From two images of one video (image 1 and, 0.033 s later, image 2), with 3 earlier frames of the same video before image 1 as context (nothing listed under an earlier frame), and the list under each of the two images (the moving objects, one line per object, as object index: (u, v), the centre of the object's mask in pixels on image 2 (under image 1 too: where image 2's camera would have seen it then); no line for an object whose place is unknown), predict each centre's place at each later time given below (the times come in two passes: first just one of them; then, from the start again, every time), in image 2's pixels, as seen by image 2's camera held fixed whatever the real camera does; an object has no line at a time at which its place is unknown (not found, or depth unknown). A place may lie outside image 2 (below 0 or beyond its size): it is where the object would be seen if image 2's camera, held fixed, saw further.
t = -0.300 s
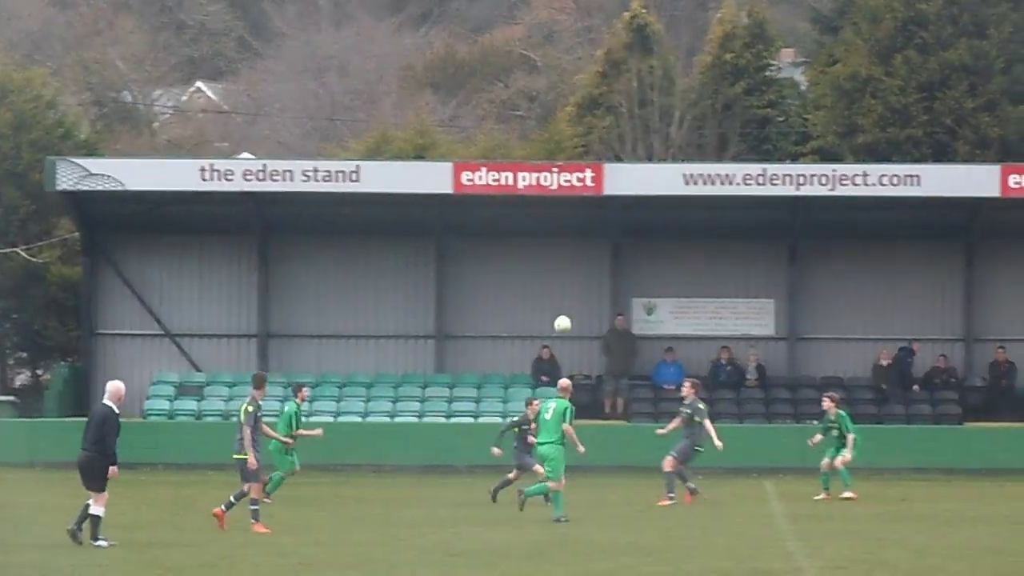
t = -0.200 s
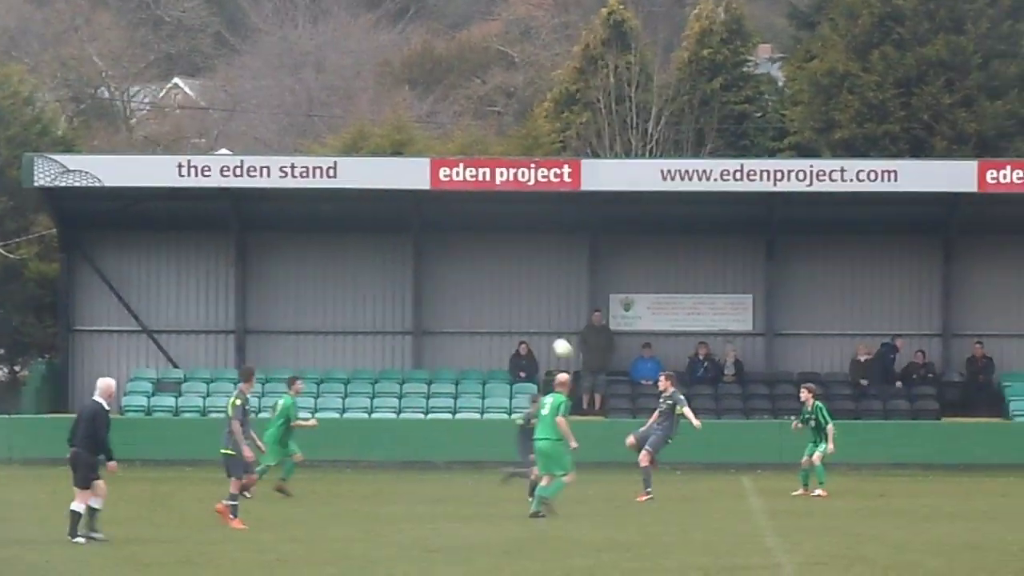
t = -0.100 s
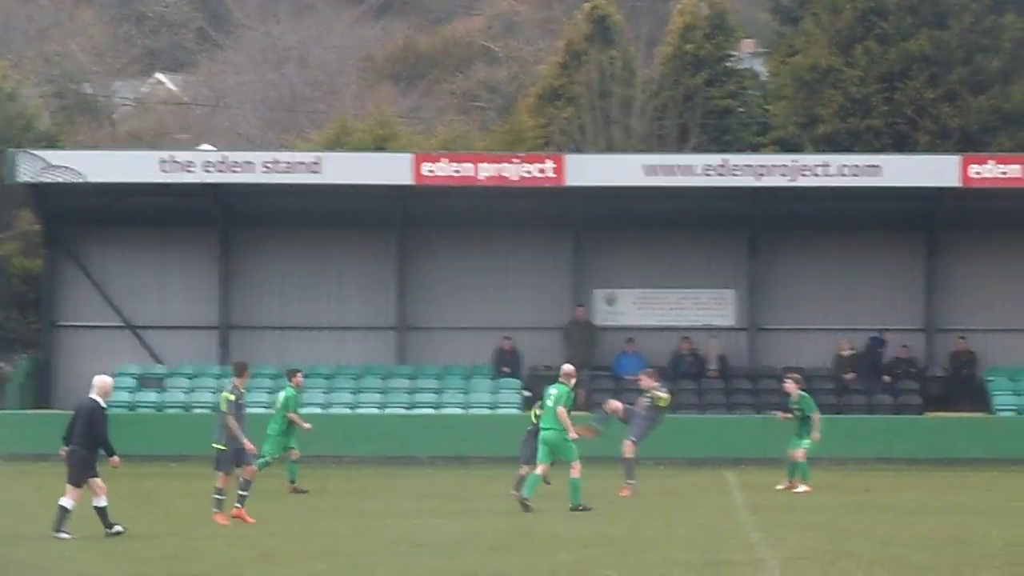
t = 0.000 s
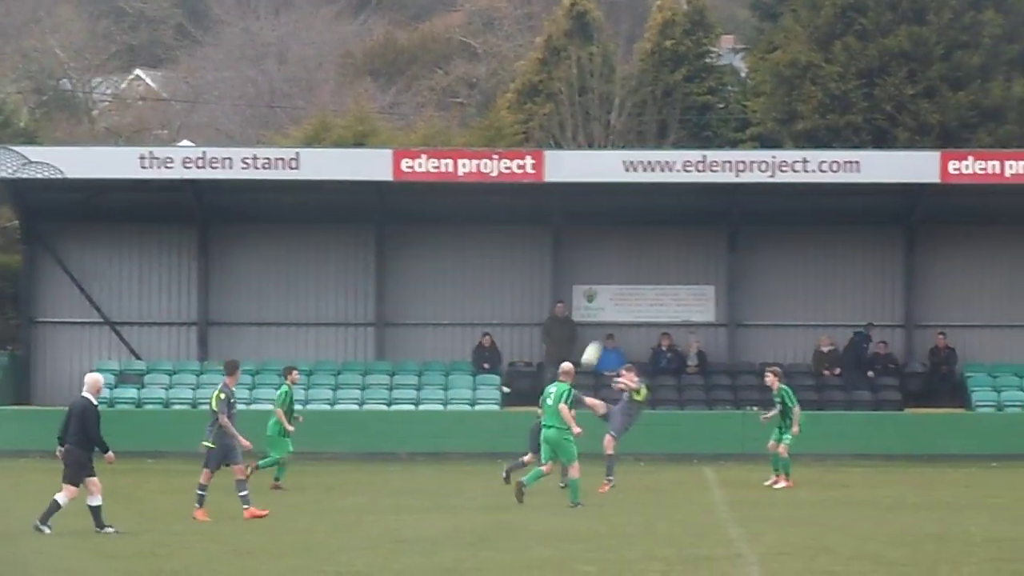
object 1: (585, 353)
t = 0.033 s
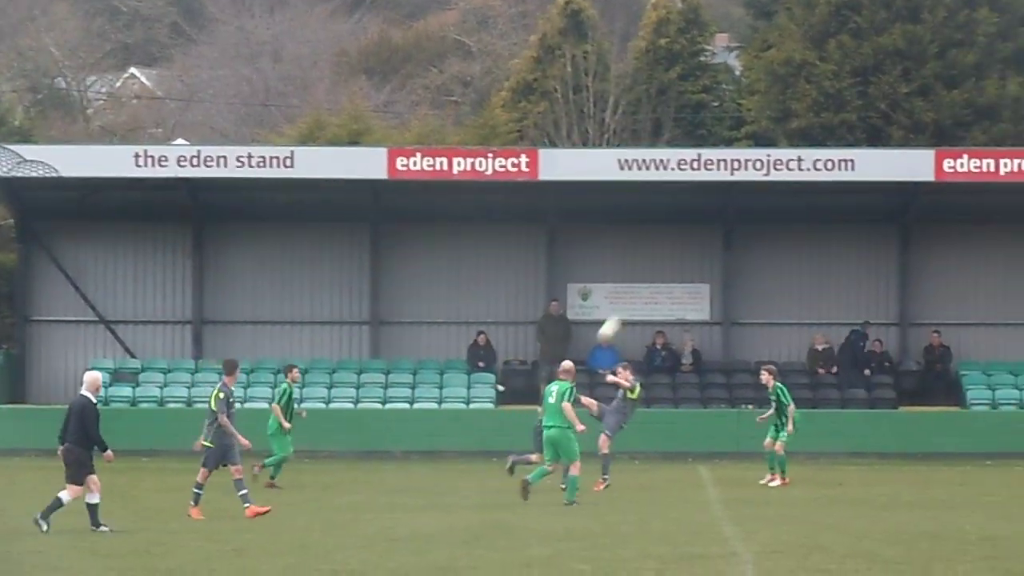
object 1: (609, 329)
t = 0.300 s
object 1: (803, 167)
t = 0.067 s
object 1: (631, 304)
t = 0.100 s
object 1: (656, 282)
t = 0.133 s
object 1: (679, 261)
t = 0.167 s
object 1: (704, 241)
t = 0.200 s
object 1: (728, 222)
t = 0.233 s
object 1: (752, 203)
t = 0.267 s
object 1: (777, 185)
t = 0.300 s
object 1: (803, 167)
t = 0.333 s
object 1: (830, 150)
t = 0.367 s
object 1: (856, 135)
